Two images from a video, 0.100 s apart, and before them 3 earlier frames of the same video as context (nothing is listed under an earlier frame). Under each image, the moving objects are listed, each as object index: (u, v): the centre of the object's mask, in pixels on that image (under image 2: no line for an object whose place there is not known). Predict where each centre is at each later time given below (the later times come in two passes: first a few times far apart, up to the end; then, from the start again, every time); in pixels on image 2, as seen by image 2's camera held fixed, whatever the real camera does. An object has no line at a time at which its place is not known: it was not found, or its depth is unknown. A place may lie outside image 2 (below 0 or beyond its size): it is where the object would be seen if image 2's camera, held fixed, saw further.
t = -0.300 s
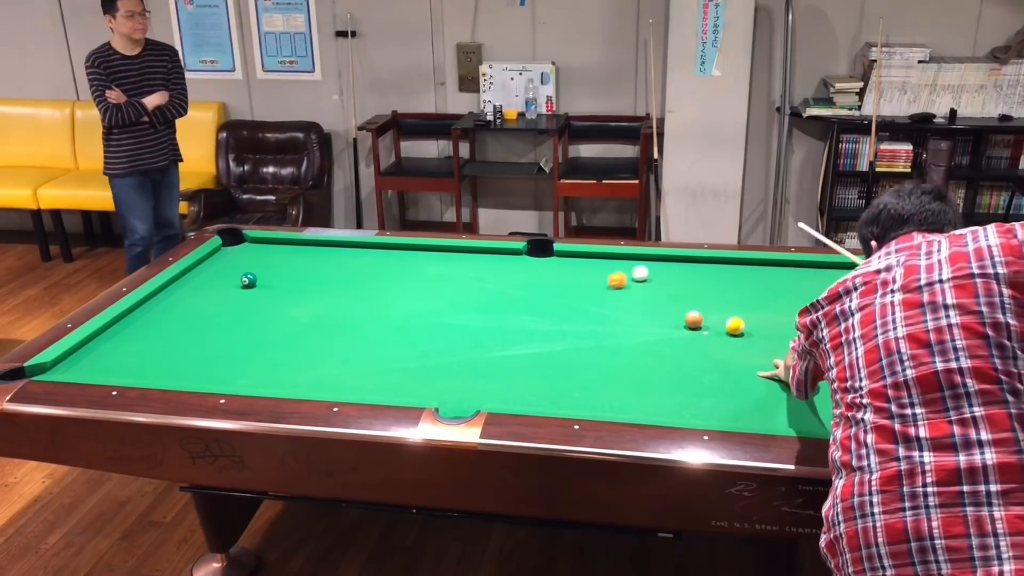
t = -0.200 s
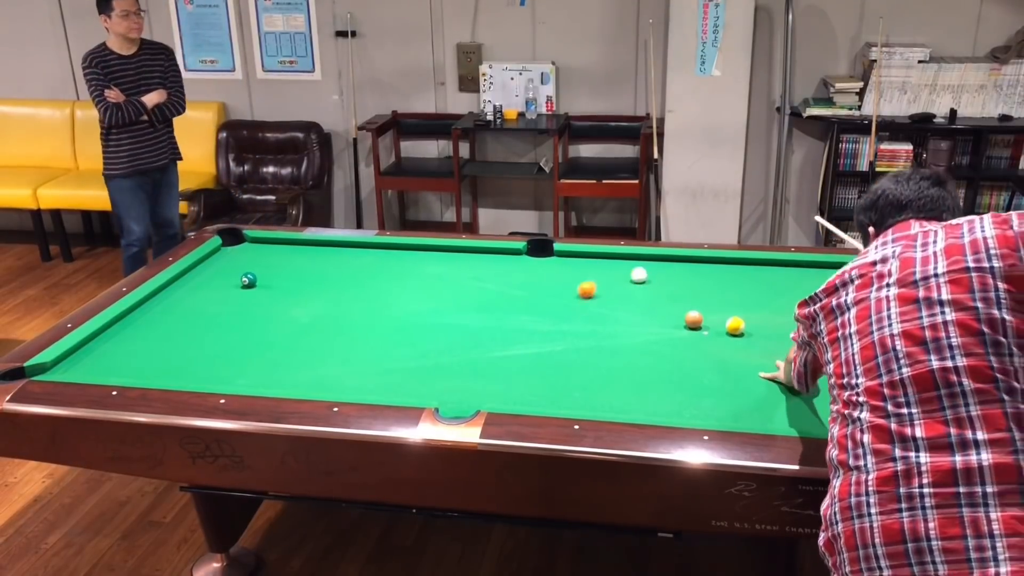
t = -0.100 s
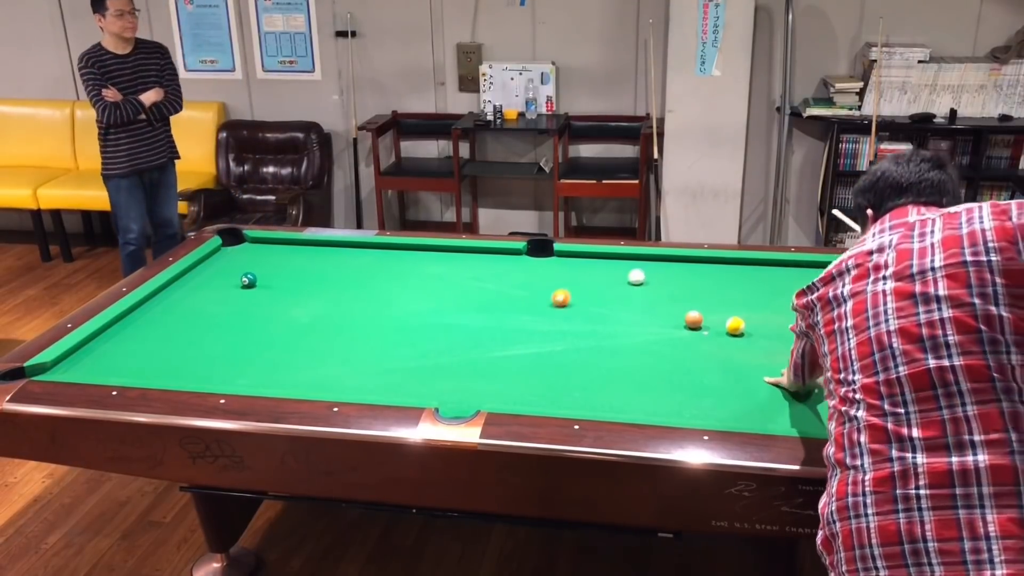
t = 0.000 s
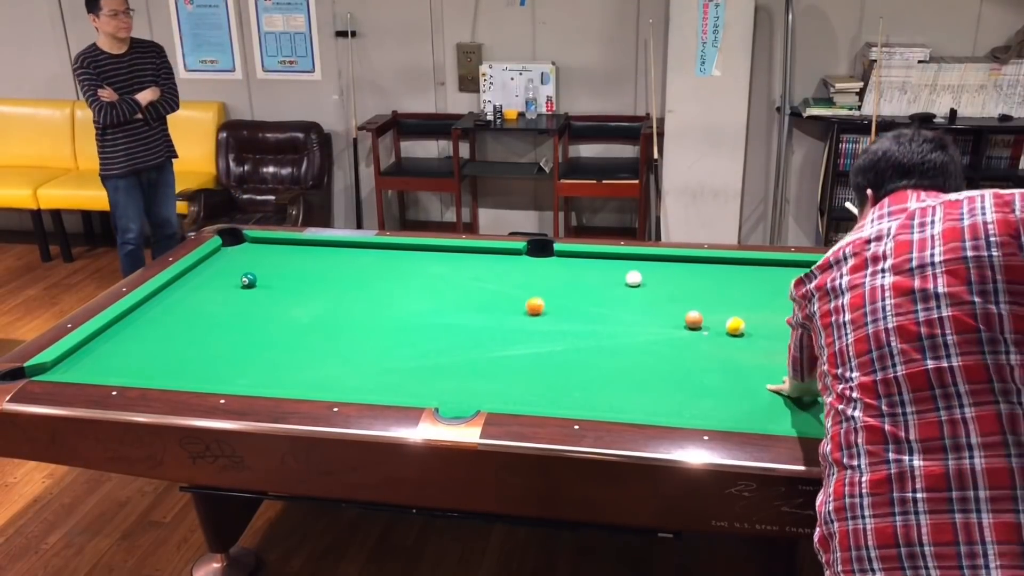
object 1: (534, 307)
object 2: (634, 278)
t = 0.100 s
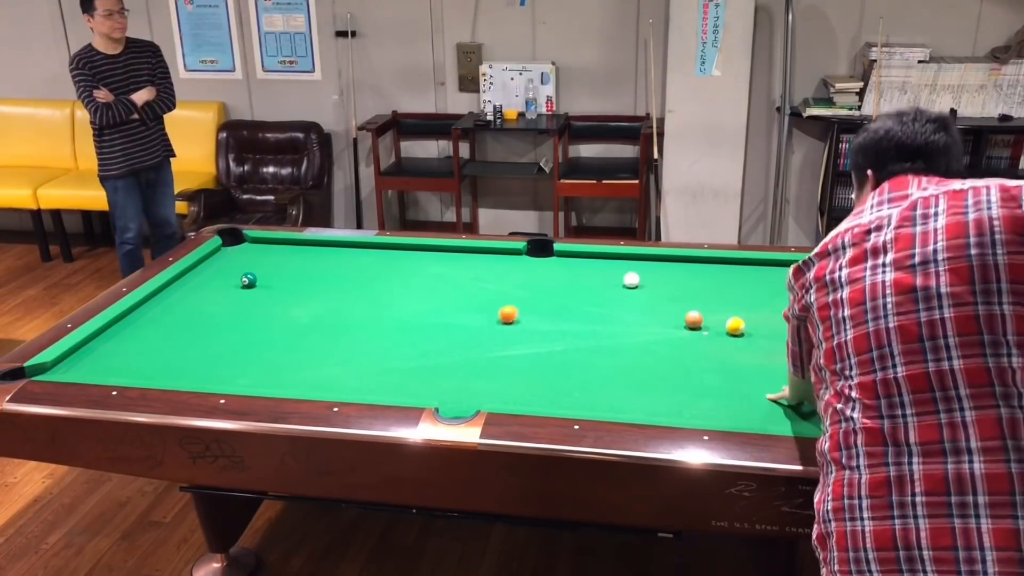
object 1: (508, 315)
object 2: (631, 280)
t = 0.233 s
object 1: (471, 327)
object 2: (628, 282)
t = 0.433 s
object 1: (412, 345)
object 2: (624, 285)
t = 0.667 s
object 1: (339, 368)
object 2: (619, 287)
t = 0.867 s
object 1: (272, 385)
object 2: (616, 290)
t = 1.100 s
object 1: (253, 370)
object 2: (613, 292)
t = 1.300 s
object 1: (240, 356)
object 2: (611, 293)
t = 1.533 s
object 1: (225, 341)
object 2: (609, 295)
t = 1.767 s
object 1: (212, 327)
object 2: (608, 297)
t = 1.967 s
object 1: (202, 317)
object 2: (607, 297)
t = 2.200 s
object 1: (192, 305)
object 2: (607, 298)
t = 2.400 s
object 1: (183, 296)
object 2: (607, 298)
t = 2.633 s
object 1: (174, 286)
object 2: (607, 298)
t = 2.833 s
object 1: (186, 280)
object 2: (607, 298)
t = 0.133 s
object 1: (499, 318)
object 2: (630, 280)
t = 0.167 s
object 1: (490, 321)
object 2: (630, 281)
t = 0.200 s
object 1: (480, 324)
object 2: (629, 281)
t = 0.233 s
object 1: (471, 327)
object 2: (628, 282)
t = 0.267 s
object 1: (461, 330)
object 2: (627, 282)
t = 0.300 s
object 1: (452, 333)
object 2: (627, 282)
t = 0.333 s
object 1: (442, 336)
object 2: (626, 283)
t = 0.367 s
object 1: (432, 339)
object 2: (625, 284)
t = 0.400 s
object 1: (423, 342)
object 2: (625, 284)
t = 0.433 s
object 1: (412, 345)
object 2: (624, 285)
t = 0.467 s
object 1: (402, 348)
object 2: (623, 285)
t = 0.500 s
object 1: (392, 352)
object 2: (623, 285)
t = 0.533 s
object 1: (382, 355)
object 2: (622, 286)
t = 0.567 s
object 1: (371, 358)
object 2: (621, 286)
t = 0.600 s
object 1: (360, 362)
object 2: (621, 287)
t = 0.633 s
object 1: (349, 365)
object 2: (620, 287)
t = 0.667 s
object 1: (339, 368)
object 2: (619, 287)
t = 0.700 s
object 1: (327, 372)
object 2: (619, 288)
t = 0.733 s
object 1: (316, 375)
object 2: (618, 288)
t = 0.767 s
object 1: (305, 379)
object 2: (618, 288)
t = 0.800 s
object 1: (294, 381)
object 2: (617, 289)
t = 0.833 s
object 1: (283, 383)
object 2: (617, 289)
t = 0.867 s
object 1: (272, 385)
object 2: (616, 290)
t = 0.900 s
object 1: (269, 383)
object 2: (616, 290)
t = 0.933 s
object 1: (266, 381)
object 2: (615, 290)
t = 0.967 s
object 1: (264, 379)
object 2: (615, 290)
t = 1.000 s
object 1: (261, 378)
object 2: (614, 291)
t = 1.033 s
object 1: (259, 375)
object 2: (614, 291)
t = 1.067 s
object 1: (256, 373)
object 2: (613, 292)
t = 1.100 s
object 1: (253, 370)
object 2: (613, 292)
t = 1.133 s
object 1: (251, 367)
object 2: (612, 292)
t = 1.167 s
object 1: (249, 365)
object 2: (612, 292)
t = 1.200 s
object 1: (246, 363)
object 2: (612, 293)
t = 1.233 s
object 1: (245, 361)
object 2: (611, 293)
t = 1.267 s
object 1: (242, 358)
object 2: (611, 293)
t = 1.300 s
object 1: (240, 356)
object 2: (611, 293)
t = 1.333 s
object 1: (237, 354)
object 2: (610, 294)
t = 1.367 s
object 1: (235, 352)
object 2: (610, 294)
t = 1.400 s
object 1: (233, 349)
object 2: (610, 294)
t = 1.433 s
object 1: (231, 347)
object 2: (609, 294)
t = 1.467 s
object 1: (229, 345)
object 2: (609, 295)
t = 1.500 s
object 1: (227, 343)
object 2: (609, 295)
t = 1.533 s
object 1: (225, 341)
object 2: (609, 295)
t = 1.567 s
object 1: (223, 339)
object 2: (609, 295)
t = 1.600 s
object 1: (222, 337)
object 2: (608, 296)
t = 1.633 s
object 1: (220, 335)
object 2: (608, 296)
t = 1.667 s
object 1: (218, 333)
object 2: (608, 296)
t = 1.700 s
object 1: (216, 331)
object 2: (608, 296)
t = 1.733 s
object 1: (214, 329)
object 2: (608, 296)
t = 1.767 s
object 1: (212, 327)
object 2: (608, 297)
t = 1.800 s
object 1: (211, 325)
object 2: (608, 297)
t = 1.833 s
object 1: (209, 323)
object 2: (608, 297)
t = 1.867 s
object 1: (207, 322)
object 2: (607, 297)
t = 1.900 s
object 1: (206, 320)
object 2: (607, 297)
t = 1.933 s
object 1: (204, 318)
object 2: (607, 297)
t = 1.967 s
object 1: (202, 317)
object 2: (607, 297)
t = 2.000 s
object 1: (201, 315)
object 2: (607, 297)
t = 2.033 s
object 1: (200, 313)
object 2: (607, 297)
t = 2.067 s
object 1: (198, 311)
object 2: (607, 297)
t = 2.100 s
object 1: (196, 310)
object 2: (607, 298)
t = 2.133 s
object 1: (195, 308)
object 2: (607, 298)
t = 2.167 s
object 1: (193, 306)
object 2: (607, 298)
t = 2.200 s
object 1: (192, 305)
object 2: (607, 298)
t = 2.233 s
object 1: (190, 303)
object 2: (607, 298)
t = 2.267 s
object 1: (189, 302)
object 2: (607, 298)
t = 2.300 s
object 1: (187, 300)
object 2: (607, 298)
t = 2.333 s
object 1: (186, 298)
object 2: (607, 298)
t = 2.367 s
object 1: (185, 297)
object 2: (607, 298)
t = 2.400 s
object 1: (183, 296)
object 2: (607, 298)
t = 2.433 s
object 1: (182, 294)
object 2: (606, 298)
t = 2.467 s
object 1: (181, 293)
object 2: (606, 298)
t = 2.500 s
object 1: (179, 292)
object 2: (607, 298)
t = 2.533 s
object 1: (178, 290)
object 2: (607, 298)
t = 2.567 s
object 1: (176, 289)
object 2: (607, 298)
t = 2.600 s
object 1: (175, 287)
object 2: (607, 298)
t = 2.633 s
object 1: (174, 286)
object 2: (607, 298)
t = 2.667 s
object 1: (173, 285)
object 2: (607, 298)
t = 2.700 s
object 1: (174, 284)
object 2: (607, 298)
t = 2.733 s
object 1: (177, 283)
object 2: (607, 298)
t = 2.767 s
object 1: (180, 282)
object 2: (607, 298)
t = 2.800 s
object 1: (183, 281)
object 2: (607, 298)
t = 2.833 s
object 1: (186, 280)
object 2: (607, 298)
